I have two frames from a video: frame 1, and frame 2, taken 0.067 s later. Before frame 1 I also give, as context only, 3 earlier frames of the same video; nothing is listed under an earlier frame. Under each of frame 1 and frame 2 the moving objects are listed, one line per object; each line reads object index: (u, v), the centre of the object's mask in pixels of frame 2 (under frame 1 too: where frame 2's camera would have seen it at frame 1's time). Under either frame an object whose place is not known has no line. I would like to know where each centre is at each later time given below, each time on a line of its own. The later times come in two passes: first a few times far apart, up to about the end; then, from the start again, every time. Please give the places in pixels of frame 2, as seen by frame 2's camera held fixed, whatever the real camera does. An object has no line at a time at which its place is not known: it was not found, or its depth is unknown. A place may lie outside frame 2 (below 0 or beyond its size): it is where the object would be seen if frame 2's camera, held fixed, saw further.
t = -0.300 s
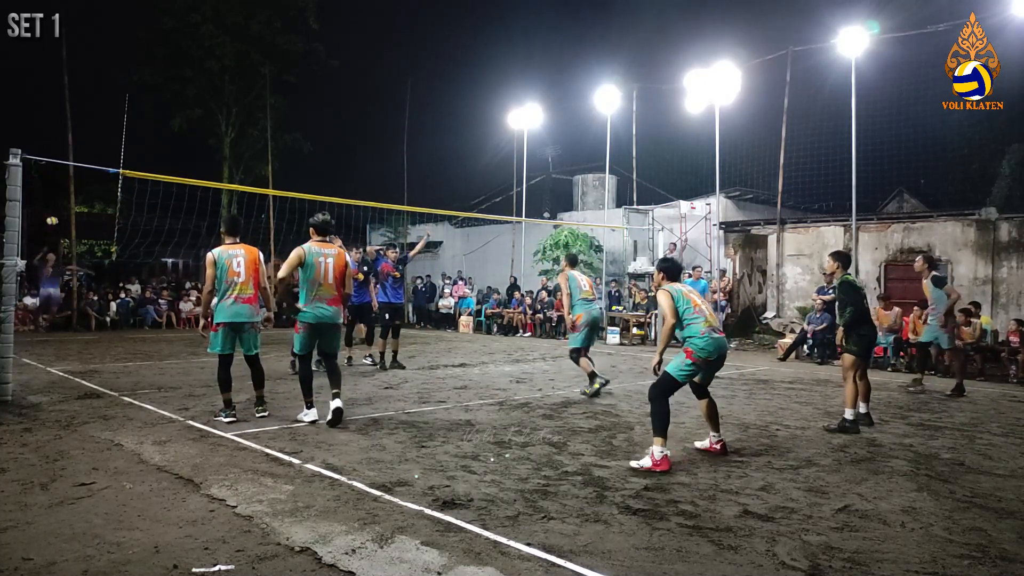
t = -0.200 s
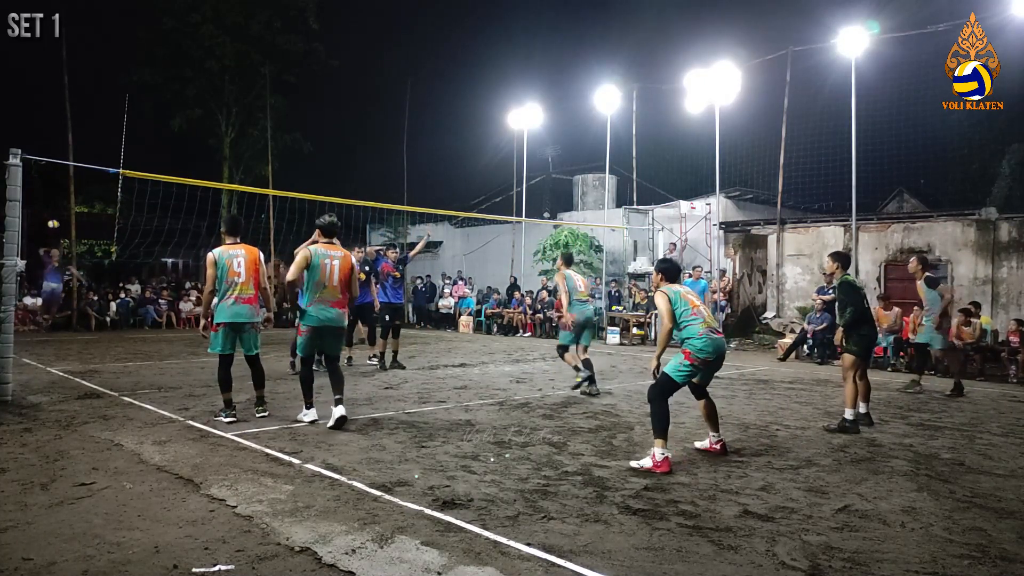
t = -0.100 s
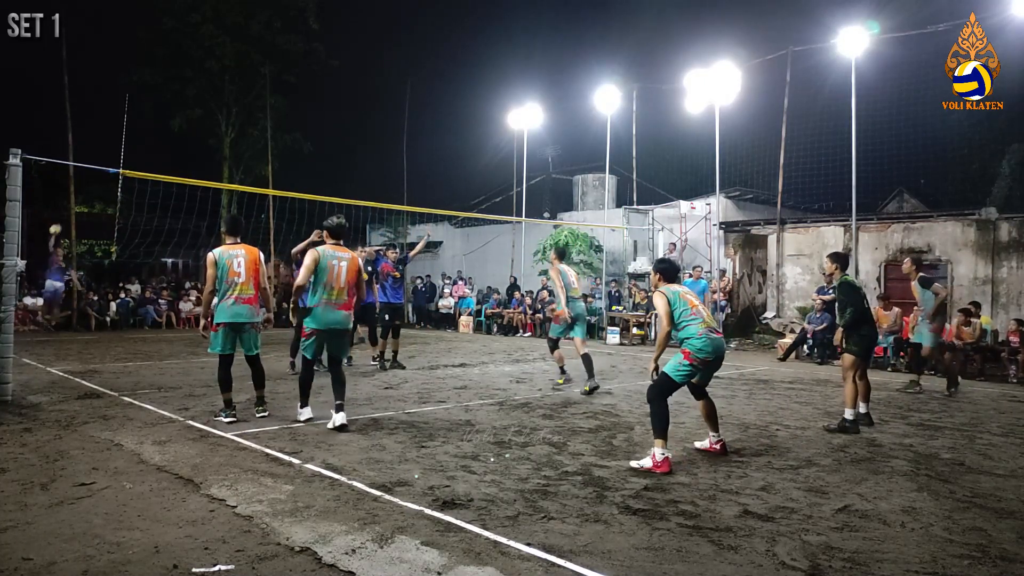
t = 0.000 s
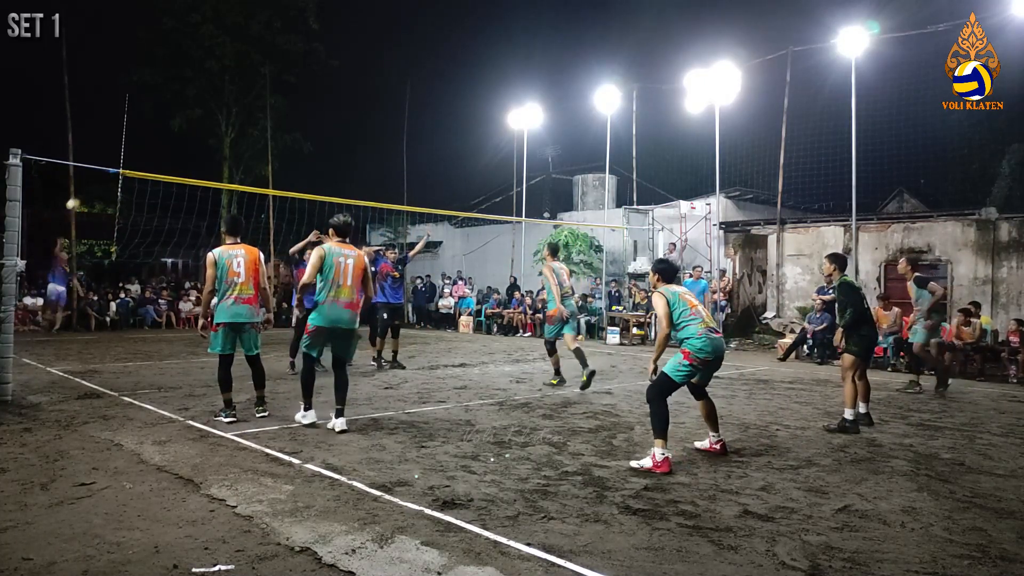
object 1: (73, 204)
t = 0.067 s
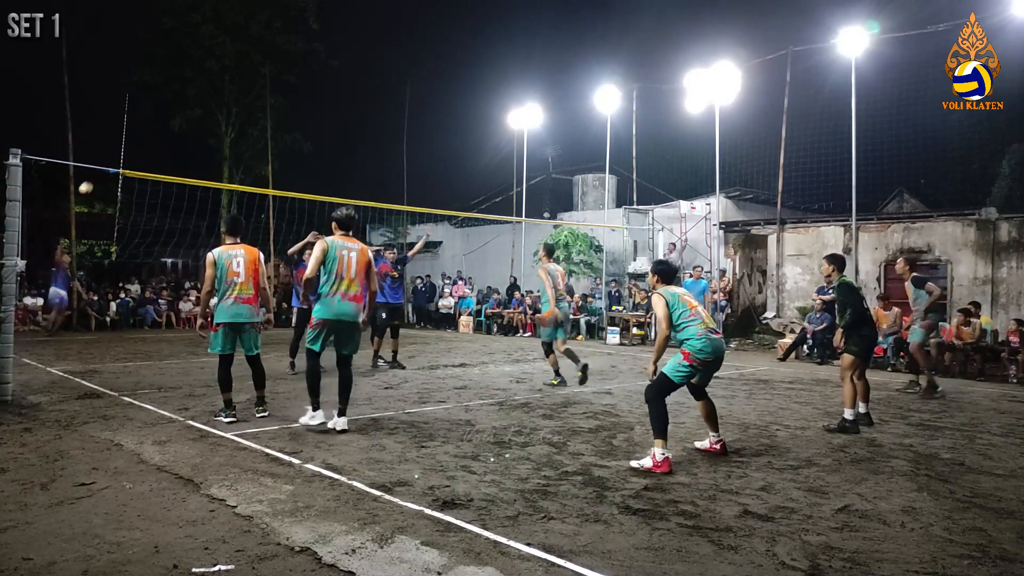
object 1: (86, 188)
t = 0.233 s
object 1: (122, 149)
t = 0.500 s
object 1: (198, 98)
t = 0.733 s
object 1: (288, 70)
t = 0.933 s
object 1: (396, 73)
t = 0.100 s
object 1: (92, 180)
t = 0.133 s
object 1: (99, 173)
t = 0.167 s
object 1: (107, 164)
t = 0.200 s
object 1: (114, 157)
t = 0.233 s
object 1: (122, 149)
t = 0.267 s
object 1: (130, 142)
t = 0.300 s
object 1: (139, 136)
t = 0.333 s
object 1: (148, 129)
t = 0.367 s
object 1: (157, 122)
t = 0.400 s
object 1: (167, 115)
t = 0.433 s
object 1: (176, 110)
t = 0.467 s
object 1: (187, 103)
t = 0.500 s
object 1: (198, 98)
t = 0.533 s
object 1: (209, 93)
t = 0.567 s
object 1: (221, 88)
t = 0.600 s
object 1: (233, 83)
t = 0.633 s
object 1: (246, 79)
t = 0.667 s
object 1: (260, 76)
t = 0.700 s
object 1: (273, 73)
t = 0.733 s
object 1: (288, 70)
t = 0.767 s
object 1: (304, 68)
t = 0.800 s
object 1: (320, 67)
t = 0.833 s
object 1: (337, 67)
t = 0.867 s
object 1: (355, 67)
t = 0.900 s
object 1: (375, 69)
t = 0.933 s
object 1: (396, 73)
